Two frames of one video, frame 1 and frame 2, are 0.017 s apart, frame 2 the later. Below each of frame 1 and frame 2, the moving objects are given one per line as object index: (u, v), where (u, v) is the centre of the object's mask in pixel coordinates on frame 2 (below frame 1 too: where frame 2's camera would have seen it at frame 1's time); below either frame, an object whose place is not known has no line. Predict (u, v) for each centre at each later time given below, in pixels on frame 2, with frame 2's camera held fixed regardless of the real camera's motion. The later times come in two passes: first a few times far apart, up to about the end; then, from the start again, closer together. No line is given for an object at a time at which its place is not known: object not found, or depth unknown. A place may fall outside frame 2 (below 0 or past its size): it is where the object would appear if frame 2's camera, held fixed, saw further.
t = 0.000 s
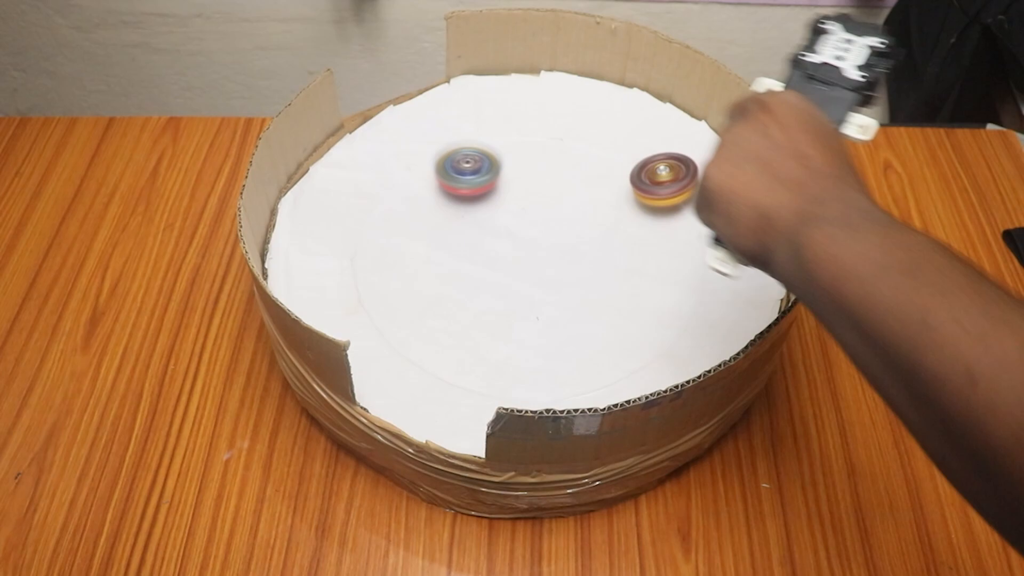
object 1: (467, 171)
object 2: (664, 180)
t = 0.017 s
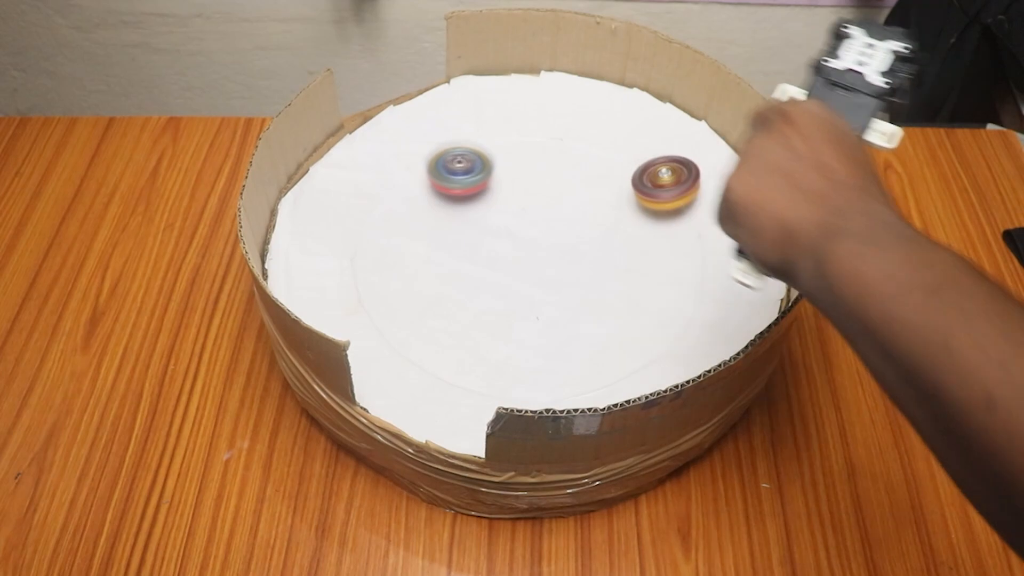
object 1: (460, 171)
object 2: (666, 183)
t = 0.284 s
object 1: (329, 258)
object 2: (688, 236)
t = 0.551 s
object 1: (464, 360)
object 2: (689, 252)
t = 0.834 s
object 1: (600, 233)
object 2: (679, 225)
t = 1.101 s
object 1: (517, 124)
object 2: (623, 192)
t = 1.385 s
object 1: (374, 234)
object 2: (586, 131)
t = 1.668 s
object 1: (563, 287)
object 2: (640, 179)
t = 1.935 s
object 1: (674, 190)
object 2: (528, 195)
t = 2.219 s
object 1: (537, 124)
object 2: (460, 132)
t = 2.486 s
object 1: (581, 209)
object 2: (425, 119)
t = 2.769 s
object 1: (684, 192)
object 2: (422, 114)
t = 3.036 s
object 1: (576, 144)
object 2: (434, 167)
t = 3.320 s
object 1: (531, 271)
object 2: (373, 238)
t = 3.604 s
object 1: (648, 345)
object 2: (369, 212)
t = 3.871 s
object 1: (694, 258)
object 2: (430, 219)
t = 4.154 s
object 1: (533, 247)
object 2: (436, 308)
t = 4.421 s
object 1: (449, 272)
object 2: (398, 387)
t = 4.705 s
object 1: (380, 223)
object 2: (418, 383)
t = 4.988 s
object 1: (404, 247)
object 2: (437, 387)
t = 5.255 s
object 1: (487, 210)
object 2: (497, 349)
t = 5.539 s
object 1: (479, 153)
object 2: (582, 304)
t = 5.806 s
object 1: (428, 168)
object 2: (651, 268)
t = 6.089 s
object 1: (493, 234)
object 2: (688, 270)
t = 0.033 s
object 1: (451, 171)
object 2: (668, 189)
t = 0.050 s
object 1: (441, 171)
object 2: (669, 196)
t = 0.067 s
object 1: (430, 173)
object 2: (672, 198)
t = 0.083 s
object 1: (419, 174)
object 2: (674, 201)
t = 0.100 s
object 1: (408, 177)
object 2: (676, 202)
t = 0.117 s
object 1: (398, 179)
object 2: (678, 203)
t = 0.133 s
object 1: (389, 183)
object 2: (681, 204)
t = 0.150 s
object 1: (379, 187)
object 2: (684, 204)
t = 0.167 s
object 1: (370, 192)
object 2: (687, 205)
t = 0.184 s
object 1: (362, 200)
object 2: (690, 208)
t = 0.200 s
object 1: (354, 207)
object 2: (691, 211)
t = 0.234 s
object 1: (341, 224)
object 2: (692, 221)
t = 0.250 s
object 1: (336, 234)
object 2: (690, 227)
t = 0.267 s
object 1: (332, 245)
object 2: (689, 232)
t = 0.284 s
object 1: (329, 258)
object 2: (688, 236)
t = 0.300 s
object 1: (327, 269)
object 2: (686, 239)
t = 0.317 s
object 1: (324, 281)
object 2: (685, 243)
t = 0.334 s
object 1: (322, 293)
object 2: (684, 245)
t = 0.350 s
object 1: (324, 301)
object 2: (684, 247)
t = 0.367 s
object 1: (327, 308)
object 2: (684, 248)
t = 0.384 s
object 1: (333, 317)
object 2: (685, 249)
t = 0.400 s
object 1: (344, 328)
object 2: (686, 249)
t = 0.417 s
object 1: (357, 339)
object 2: (687, 249)
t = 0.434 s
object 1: (369, 348)
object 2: (688, 249)
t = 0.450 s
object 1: (380, 355)
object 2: (690, 249)
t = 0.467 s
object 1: (391, 358)
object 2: (692, 249)
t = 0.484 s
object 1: (405, 360)
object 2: (694, 248)
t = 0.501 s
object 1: (420, 361)
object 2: (695, 248)
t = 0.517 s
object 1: (435, 361)
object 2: (693, 249)
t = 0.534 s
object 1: (450, 360)
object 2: (690, 251)
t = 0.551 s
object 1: (464, 360)
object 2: (689, 252)
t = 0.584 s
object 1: (491, 354)
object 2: (685, 253)
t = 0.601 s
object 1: (505, 351)
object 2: (684, 253)
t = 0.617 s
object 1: (518, 347)
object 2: (683, 253)
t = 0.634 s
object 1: (531, 342)
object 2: (683, 251)
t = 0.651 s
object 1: (542, 336)
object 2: (683, 250)
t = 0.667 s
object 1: (551, 331)
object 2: (683, 248)
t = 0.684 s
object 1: (561, 321)
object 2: (685, 245)
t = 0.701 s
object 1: (569, 314)
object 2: (686, 243)
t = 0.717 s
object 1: (577, 303)
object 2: (687, 240)
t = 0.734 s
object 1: (584, 294)
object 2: (688, 238)
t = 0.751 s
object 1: (588, 284)
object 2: (687, 235)
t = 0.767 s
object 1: (593, 274)
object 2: (687, 232)
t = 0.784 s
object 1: (596, 262)
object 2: (686, 229)
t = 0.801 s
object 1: (598, 253)
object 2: (684, 228)
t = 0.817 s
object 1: (599, 243)
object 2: (682, 226)
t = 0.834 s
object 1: (600, 233)
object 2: (679, 225)
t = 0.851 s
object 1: (600, 223)
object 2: (677, 223)
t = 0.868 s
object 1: (599, 211)
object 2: (675, 221)
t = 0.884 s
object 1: (598, 202)
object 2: (672, 219)
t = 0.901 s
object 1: (597, 192)
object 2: (670, 218)
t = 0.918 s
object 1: (595, 184)
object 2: (667, 218)
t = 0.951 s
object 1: (588, 168)
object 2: (660, 215)
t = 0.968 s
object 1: (582, 160)
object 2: (656, 212)
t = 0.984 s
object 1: (576, 154)
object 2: (653, 210)
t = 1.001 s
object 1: (570, 149)
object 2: (649, 208)
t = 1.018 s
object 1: (561, 144)
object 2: (645, 205)
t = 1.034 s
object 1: (554, 140)
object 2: (641, 202)
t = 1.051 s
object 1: (545, 135)
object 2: (637, 199)
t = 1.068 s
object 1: (536, 131)
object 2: (632, 197)
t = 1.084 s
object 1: (527, 128)
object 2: (628, 194)
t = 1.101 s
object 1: (517, 124)
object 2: (623, 192)
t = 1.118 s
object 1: (507, 123)
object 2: (618, 190)
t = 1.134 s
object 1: (497, 123)
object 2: (611, 189)
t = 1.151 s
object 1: (486, 124)
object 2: (605, 189)
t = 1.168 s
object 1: (474, 127)
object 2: (599, 187)
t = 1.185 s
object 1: (463, 131)
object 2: (594, 184)
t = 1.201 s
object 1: (451, 136)
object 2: (590, 181)
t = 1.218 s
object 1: (439, 143)
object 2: (585, 178)
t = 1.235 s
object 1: (428, 150)
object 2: (583, 174)
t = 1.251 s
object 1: (415, 160)
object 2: (581, 170)
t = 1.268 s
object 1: (404, 169)
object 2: (580, 165)
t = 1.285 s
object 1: (395, 178)
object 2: (579, 161)
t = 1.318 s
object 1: (381, 199)
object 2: (580, 150)
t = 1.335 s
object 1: (377, 209)
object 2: (581, 145)
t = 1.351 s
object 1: (375, 217)
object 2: (582, 140)
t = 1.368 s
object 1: (373, 226)
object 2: (583, 135)
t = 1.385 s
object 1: (374, 234)
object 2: (586, 131)
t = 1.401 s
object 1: (376, 241)
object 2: (589, 128)
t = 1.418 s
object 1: (381, 249)
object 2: (593, 126)
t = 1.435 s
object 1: (388, 256)
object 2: (597, 125)
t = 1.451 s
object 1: (396, 262)
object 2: (601, 125)
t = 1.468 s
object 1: (406, 269)
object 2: (606, 126)
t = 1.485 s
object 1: (416, 276)
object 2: (611, 127)
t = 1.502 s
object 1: (427, 283)
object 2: (616, 129)
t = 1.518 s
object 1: (439, 287)
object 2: (621, 130)
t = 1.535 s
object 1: (452, 290)
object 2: (626, 133)
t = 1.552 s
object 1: (465, 293)
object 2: (631, 136)
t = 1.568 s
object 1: (479, 295)
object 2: (635, 141)
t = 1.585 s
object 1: (493, 295)
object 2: (639, 147)
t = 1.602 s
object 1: (508, 295)
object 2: (642, 153)
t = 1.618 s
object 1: (522, 294)
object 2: (644, 160)
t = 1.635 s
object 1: (536, 292)
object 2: (644, 168)
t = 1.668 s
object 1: (563, 287)
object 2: (640, 179)
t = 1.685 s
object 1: (577, 284)
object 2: (636, 183)
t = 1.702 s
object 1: (589, 280)
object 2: (633, 187)
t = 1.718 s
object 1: (600, 275)
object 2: (627, 192)
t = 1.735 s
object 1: (610, 269)
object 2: (620, 197)
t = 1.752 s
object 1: (618, 262)
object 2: (613, 200)
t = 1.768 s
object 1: (623, 255)
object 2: (602, 203)
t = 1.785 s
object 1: (631, 251)
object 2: (591, 208)
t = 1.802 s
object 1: (639, 248)
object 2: (585, 208)
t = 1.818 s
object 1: (646, 242)
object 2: (577, 207)
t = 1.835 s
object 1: (653, 235)
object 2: (568, 209)
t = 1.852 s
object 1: (657, 229)
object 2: (561, 207)
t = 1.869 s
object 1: (662, 222)
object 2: (554, 205)
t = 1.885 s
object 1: (666, 215)
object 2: (547, 204)
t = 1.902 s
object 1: (670, 207)
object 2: (541, 201)
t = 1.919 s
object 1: (673, 199)
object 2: (534, 199)
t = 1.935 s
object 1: (674, 190)
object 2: (528, 195)
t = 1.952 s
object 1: (673, 181)
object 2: (522, 192)
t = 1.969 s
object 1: (669, 172)
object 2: (516, 188)
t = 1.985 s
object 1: (663, 164)
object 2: (511, 184)
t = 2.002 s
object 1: (657, 157)
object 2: (505, 180)
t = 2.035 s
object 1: (643, 143)
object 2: (495, 173)
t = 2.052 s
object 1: (635, 136)
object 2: (490, 169)
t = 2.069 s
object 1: (626, 130)
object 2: (487, 165)
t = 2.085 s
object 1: (616, 124)
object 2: (483, 161)
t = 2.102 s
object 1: (605, 120)
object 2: (481, 158)
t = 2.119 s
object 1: (592, 117)
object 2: (480, 154)
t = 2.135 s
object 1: (579, 115)
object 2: (478, 150)
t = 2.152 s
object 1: (566, 115)
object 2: (477, 146)
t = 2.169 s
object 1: (554, 116)
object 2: (476, 142)
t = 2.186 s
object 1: (542, 119)
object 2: (476, 139)
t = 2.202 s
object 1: (539, 120)
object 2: (470, 135)
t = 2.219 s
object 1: (537, 124)
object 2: (460, 132)
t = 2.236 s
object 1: (536, 128)
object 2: (454, 130)
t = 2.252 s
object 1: (537, 130)
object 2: (449, 128)
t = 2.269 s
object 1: (538, 134)
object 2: (443, 128)
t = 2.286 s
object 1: (540, 139)
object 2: (440, 127)
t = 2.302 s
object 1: (543, 143)
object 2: (437, 126)
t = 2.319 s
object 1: (546, 149)
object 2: (435, 125)
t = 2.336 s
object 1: (548, 155)
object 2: (433, 124)
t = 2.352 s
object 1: (551, 161)
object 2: (432, 123)
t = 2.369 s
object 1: (554, 167)
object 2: (431, 122)
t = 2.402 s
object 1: (558, 181)
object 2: (430, 121)
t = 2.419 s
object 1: (561, 188)
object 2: (429, 120)
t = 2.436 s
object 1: (565, 194)
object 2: (428, 120)
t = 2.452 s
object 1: (570, 199)
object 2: (427, 120)
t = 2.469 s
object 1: (575, 205)
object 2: (426, 119)
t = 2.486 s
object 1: (581, 209)
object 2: (425, 119)
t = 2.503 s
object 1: (588, 212)
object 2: (424, 118)
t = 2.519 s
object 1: (594, 215)
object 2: (423, 118)
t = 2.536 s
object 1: (601, 218)
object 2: (421, 117)
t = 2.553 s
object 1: (608, 218)
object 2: (420, 116)
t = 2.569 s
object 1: (613, 217)
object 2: (419, 115)
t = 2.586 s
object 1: (619, 216)
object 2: (419, 115)
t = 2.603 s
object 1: (625, 215)
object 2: (418, 114)
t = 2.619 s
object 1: (631, 215)
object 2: (418, 113)
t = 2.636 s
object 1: (638, 213)
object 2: (418, 113)
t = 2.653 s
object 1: (644, 212)
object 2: (418, 112)
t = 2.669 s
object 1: (650, 211)
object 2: (418, 112)
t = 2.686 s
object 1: (657, 209)
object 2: (418, 112)
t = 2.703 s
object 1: (664, 207)
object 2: (419, 112)
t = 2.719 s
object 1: (670, 204)
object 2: (420, 112)
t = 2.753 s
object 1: (682, 197)
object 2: (421, 113)
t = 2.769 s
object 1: (684, 192)
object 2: (422, 114)
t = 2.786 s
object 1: (685, 188)
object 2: (422, 115)
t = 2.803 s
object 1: (684, 184)
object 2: (423, 117)
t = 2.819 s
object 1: (681, 181)
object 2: (424, 119)
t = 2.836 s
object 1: (677, 177)
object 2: (424, 121)
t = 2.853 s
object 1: (673, 173)
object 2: (424, 123)
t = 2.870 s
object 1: (667, 169)
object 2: (424, 125)
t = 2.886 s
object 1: (660, 164)
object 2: (424, 128)
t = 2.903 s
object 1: (654, 159)
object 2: (424, 130)
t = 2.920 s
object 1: (646, 156)
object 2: (424, 134)
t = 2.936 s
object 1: (637, 152)
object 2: (425, 138)
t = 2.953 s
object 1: (628, 150)
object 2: (426, 142)
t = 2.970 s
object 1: (617, 147)
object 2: (428, 146)
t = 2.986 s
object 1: (606, 145)
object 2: (430, 152)
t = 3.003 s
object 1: (595, 144)
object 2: (432, 157)
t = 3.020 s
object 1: (585, 143)
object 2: (433, 162)
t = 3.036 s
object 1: (576, 144)
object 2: (434, 167)
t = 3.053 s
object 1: (569, 147)
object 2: (433, 173)
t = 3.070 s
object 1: (562, 149)
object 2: (433, 179)
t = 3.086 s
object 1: (556, 153)
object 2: (432, 186)
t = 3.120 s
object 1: (544, 165)
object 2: (428, 196)
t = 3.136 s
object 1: (539, 173)
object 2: (425, 202)
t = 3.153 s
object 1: (535, 180)
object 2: (422, 206)
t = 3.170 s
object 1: (531, 188)
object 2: (418, 210)
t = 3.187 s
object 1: (528, 199)
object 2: (414, 214)
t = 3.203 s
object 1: (526, 208)
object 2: (410, 217)
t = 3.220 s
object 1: (523, 218)
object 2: (405, 220)
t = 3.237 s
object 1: (522, 227)
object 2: (401, 223)
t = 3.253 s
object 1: (521, 235)
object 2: (395, 227)
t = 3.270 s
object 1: (522, 244)
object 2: (390, 230)
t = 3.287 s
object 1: (524, 254)
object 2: (385, 233)
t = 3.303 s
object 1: (527, 263)
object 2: (379, 236)
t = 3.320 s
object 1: (531, 271)
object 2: (373, 238)
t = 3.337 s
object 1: (534, 280)
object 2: (367, 240)
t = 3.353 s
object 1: (539, 288)
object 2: (361, 241)
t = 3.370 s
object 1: (544, 296)
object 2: (356, 241)
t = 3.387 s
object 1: (549, 304)
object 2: (354, 241)
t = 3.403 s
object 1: (555, 313)
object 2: (352, 240)
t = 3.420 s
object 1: (560, 319)
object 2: (352, 239)
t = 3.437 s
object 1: (567, 324)
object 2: (351, 238)
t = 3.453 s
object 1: (574, 328)
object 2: (351, 236)
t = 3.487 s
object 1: (589, 338)
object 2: (352, 231)
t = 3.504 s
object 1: (598, 343)
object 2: (352, 229)
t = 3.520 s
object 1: (608, 347)
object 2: (354, 226)
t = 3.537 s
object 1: (617, 350)
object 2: (356, 223)
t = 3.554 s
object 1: (626, 352)
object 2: (359, 220)
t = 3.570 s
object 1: (633, 349)
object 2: (362, 217)
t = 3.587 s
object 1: (640, 348)
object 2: (365, 215)
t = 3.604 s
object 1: (648, 345)
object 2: (369, 212)
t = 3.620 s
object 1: (655, 342)
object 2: (375, 209)
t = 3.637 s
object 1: (662, 340)
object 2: (381, 206)
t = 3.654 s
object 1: (671, 335)
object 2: (386, 204)
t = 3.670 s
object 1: (680, 331)
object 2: (391, 203)
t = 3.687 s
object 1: (687, 326)
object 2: (396, 202)
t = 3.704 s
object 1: (694, 320)
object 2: (401, 201)
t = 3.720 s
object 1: (699, 313)
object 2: (406, 201)
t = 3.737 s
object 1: (704, 306)
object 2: (410, 201)
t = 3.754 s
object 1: (708, 299)
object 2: (414, 202)
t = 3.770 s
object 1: (711, 292)
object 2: (418, 203)
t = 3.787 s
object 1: (712, 284)
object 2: (421, 205)
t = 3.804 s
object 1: (711, 277)
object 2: (424, 208)
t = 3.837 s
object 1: (705, 266)
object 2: (428, 212)
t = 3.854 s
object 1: (700, 261)
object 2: (429, 216)
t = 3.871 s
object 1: (694, 258)
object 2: (430, 219)
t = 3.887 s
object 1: (688, 254)
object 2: (431, 223)
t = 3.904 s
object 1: (680, 249)
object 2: (432, 227)
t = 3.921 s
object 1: (671, 246)
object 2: (432, 231)
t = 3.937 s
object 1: (661, 244)
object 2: (434, 236)
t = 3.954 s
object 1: (650, 242)
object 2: (435, 242)
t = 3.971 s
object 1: (640, 241)
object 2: (436, 247)
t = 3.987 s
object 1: (631, 240)
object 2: (437, 252)
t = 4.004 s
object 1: (620, 240)
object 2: (439, 258)
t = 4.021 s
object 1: (610, 240)
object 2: (440, 264)
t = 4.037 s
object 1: (598, 241)
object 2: (441, 269)
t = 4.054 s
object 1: (587, 240)
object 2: (442, 276)
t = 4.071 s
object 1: (577, 240)
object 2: (442, 281)
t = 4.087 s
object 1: (568, 240)
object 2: (442, 287)
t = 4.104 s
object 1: (559, 240)
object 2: (441, 293)
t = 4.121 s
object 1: (550, 242)
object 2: (440, 298)
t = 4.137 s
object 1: (542, 244)
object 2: (438, 303)
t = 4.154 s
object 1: (533, 247)
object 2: (436, 308)
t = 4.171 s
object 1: (525, 249)
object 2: (433, 313)
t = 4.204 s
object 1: (512, 257)
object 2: (428, 321)
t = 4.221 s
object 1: (505, 261)
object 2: (425, 324)
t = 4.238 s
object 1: (498, 267)
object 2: (423, 328)
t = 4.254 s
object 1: (491, 272)
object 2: (422, 332)
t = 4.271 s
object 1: (484, 277)
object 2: (420, 337)
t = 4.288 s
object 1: (477, 282)
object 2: (419, 342)
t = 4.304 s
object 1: (470, 287)
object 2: (419, 342)
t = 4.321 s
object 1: (464, 292)
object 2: (418, 344)
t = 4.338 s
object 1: (459, 295)
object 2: (417, 348)
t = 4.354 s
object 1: (455, 290)
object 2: (413, 356)
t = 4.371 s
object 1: (453, 287)
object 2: (408, 366)
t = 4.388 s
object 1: (451, 282)
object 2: (405, 374)
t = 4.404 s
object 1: (450, 277)
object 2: (401, 382)
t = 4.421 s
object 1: (449, 272)
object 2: (398, 387)
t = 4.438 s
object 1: (448, 267)
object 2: (396, 392)
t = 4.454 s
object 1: (445, 262)
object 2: (395, 392)
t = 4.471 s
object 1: (442, 257)
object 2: (398, 390)
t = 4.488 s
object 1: (438, 253)
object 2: (401, 389)
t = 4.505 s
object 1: (434, 249)
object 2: (403, 387)
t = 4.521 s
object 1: (430, 246)
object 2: (407, 385)
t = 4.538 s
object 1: (425, 243)
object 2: (409, 383)
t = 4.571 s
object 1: (417, 237)
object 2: (414, 381)
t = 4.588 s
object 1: (414, 234)
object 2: (416, 380)
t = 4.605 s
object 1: (410, 231)
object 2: (417, 380)
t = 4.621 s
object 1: (406, 229)
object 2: (419, 380)
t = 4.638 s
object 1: (402, 227)
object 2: (420, 380)
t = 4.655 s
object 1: (397, 226)
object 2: (421, 381)
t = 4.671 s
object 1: (392, 225)
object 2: (421, 382)
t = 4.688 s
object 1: (386, 224)
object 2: (420, 382)
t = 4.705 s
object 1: (380, 223)
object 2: (418, 383)
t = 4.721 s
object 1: (375, 223)
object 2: (415, 383)
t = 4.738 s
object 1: (371, 223)
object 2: (413, 385)
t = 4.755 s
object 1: (367, 224)
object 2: (412, 385)
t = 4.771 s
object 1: (364, 224)
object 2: (411, 387)
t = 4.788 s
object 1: (362, 226)
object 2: (411, 388)
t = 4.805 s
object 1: (362, 228)
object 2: (411, 389)
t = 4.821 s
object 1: (363, 232)
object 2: (411, 389)
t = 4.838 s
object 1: (365, 237)
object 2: (413, 389)
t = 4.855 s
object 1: (367, 240)
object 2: (414, 389)
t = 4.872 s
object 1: (369, 243)
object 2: (416, 389)
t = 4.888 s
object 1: (372, 245)
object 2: (419, 389)
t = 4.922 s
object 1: (380, 247)
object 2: (425, 389)
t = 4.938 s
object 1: (385, 248)
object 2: (428, 389)
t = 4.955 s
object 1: (391, 248)
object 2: (431, 388)
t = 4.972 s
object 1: (398, 247)
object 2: (434, 388)
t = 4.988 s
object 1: (404, 247)
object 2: (437, 387)
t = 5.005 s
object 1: (411, 247)
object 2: (441, 386)
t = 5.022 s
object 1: (417, 246)
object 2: (445, 384)
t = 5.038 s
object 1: (423, 245)
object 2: (449, 383)
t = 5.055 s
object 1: (429, 244)
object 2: (452, 382)
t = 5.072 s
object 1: (436, 242)
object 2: (456, 380)
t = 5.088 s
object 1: (442, 241)
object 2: (458, 378)
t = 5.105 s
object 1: (447, 238)
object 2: (460, 376)
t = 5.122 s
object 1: (451, 236)
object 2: (463, 373)
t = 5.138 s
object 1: (454, 233)
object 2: (467, 370)
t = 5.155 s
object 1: (458, 231)
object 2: (470, 367)
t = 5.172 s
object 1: (463, 229)
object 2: (473, 364)
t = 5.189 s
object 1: (468, 226)
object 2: (477, 360)
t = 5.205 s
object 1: (474, 222)
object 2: (481, 358)
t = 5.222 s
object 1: (479, 218)
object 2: (486, 355)
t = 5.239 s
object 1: (483, 214)
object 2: (491, 352)
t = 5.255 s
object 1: (487, 210)
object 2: (497, 349)
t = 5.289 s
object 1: (497, 202)
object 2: (509, 341)
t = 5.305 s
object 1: (500, 198)
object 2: (515, 338)
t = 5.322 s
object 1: (502, 194)
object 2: (523, 334)
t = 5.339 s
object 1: (503, 190)
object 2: (530, 332)
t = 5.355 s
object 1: (504, 186)
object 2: (538, 329)
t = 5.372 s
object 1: (504, 181)
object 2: (545, 326)
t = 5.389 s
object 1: (504, 177)
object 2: (551, 322)
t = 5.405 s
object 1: (504, 173)
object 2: (556, 319)
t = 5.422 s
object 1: (503, 168)
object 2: (561, 317)
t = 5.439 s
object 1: (501, 164)
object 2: (565, 314)
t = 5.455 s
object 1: (498, 162)
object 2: (568, 312)
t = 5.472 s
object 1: (496, 159)
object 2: (571, 310)
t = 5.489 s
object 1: (492, 157)
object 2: (573, 309)
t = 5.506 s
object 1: (488, 155)
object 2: (576, 308)
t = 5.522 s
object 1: (483, 153)
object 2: (579, 306)
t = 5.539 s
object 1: (479, 153)
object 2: (582, 304)
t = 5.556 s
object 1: (475, 151)
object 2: (586, 303)
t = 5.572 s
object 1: (471, 150)
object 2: (591, 302)
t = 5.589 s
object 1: (468, 150)
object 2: (596, 300)
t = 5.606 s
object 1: (464, 150)
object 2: (600, 297)
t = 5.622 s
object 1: (461, 151)
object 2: (605, 294)
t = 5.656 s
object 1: (456, 152)
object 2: (613, 289)
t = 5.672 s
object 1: (454, 153)
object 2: (616, 285)
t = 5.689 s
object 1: (452, 155)
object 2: (620, 282)
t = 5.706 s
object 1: (450, 156)
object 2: (624, 279)
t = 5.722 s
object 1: (447, 157)
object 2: (629, 277)
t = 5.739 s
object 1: (443, 159)
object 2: (633, 274)
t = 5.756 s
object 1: (439, 161)
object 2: (637, 272)
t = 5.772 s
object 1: (435, 163)
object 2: (641, 270)
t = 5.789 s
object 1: (432, 165)
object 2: (646, 269)
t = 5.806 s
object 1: (428, 168)
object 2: (651, 268)
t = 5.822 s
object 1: (425, 172)
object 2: (656, 267)
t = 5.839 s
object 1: (422, 176)
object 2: (661, 266)
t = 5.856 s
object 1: (418, 180)
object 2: (666, 265)
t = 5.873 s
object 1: (417, 184)
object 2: (671, 265)
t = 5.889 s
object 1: (418, 188)
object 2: (675, 264)
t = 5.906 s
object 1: (420, 192)
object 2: (680, 263)
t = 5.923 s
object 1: (423, 197)
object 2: (684, 262)
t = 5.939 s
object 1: (427, 201)
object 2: (687, 261)
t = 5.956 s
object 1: (432, 205)
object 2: (691, 259)
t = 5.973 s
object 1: (438, 210)
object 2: (694, 258)
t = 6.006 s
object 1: (452, 218)
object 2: (696, 259)
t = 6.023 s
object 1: (460, 221)
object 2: (695, 261)
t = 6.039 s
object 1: (467, 225)
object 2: (694, 263)
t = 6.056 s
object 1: (476, 228)
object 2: (692, 266)
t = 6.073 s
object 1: (485, 232)
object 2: (690, 269)
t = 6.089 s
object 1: (493, 234)
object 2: (688, 270)
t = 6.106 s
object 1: (503, 237)
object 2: (686, 271)
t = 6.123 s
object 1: (512, 239)
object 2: (684, 272)
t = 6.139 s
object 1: (519, 242)
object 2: (682, 272)
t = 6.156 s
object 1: (528, 244)
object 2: (681, 272)
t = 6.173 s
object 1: (537, 246)
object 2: (680, 270)
